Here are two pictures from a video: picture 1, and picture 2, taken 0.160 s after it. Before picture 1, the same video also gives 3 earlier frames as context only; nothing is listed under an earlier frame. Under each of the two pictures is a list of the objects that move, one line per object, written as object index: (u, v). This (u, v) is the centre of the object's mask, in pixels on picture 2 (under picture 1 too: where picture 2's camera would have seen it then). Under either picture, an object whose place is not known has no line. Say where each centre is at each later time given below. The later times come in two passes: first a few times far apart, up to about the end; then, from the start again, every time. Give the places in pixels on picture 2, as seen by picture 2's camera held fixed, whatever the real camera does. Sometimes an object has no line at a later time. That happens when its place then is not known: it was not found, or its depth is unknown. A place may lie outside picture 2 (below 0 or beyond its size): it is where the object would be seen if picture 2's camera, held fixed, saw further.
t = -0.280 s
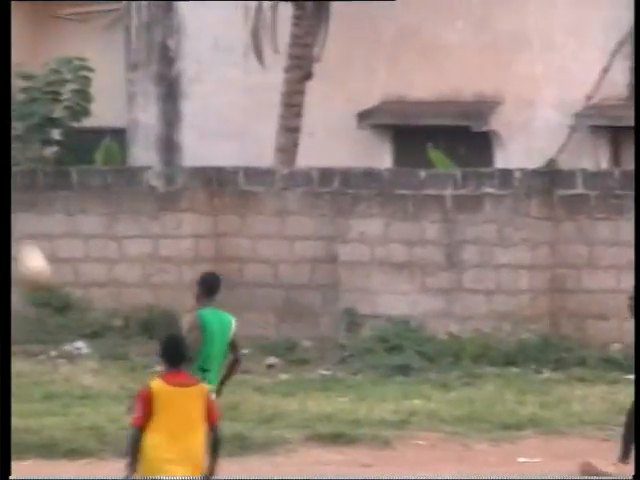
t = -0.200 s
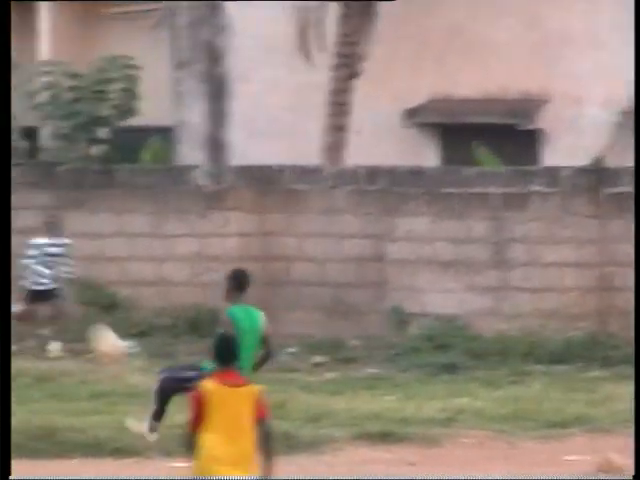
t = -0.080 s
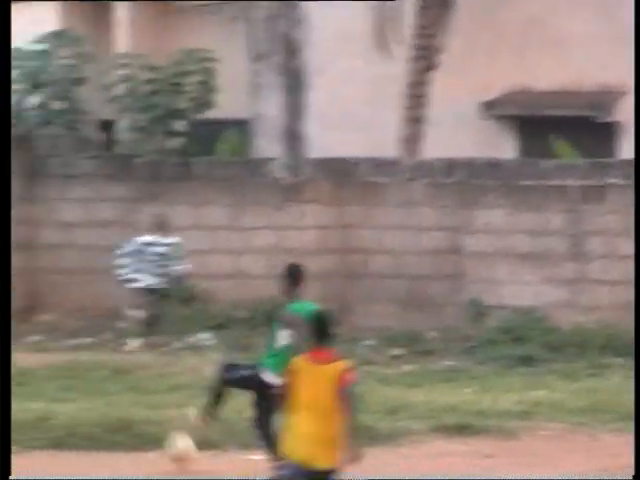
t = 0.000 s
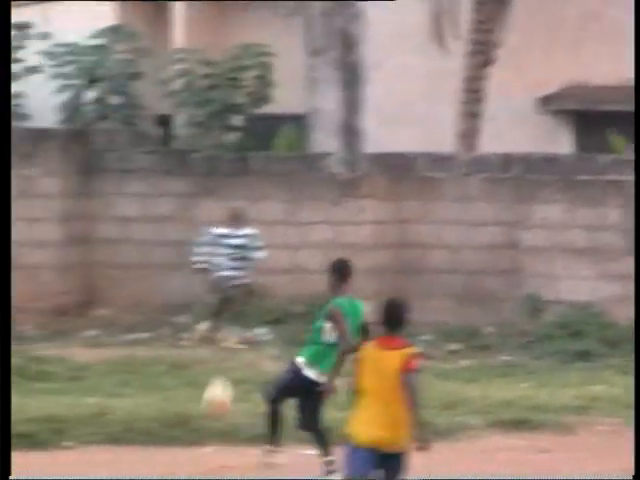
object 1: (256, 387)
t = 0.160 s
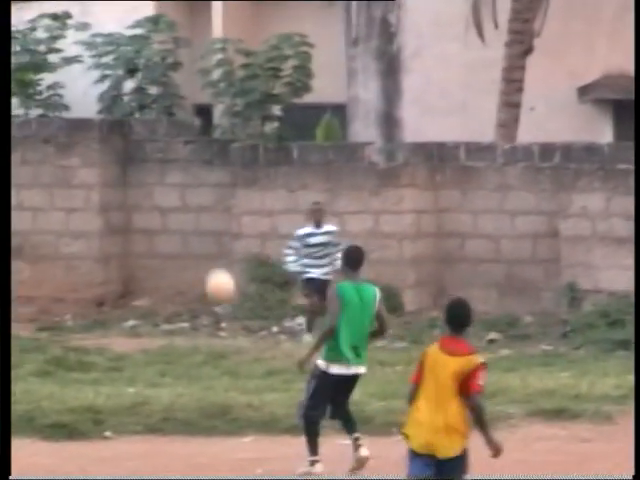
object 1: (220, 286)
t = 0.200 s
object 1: (211, 266)
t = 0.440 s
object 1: (161, 208)
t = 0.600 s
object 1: (130, 211)
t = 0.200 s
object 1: (211, 266)
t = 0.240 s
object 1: (202, 251)
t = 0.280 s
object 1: (193, 238)
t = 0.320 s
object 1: (185, 226)
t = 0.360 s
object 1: (177, 218)
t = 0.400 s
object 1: (169, 211)
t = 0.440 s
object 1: (161, 208)
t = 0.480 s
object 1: (153, 205)
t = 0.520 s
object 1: (144, 206)
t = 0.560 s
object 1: (138, 207)
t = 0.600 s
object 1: (130, 211)
